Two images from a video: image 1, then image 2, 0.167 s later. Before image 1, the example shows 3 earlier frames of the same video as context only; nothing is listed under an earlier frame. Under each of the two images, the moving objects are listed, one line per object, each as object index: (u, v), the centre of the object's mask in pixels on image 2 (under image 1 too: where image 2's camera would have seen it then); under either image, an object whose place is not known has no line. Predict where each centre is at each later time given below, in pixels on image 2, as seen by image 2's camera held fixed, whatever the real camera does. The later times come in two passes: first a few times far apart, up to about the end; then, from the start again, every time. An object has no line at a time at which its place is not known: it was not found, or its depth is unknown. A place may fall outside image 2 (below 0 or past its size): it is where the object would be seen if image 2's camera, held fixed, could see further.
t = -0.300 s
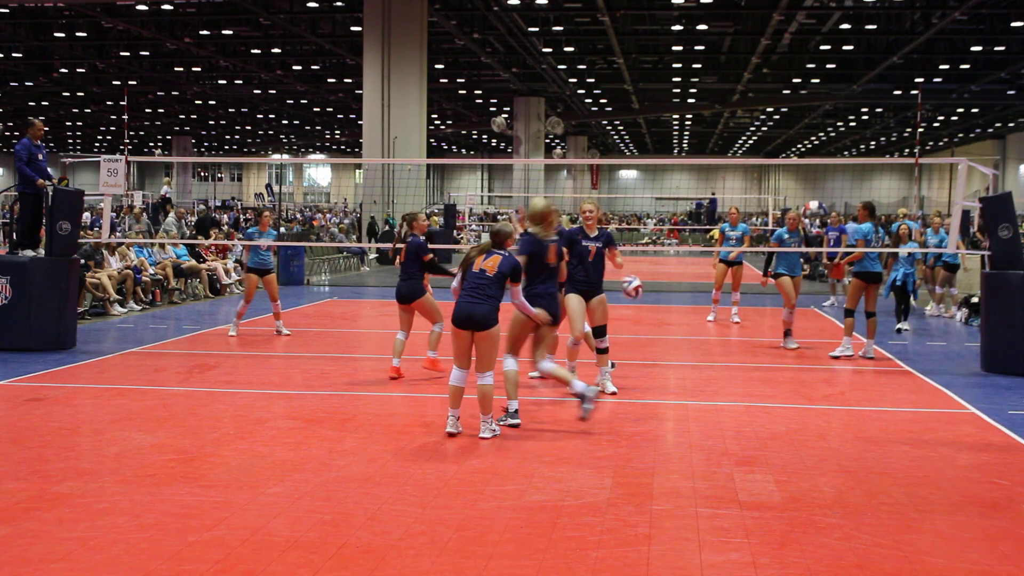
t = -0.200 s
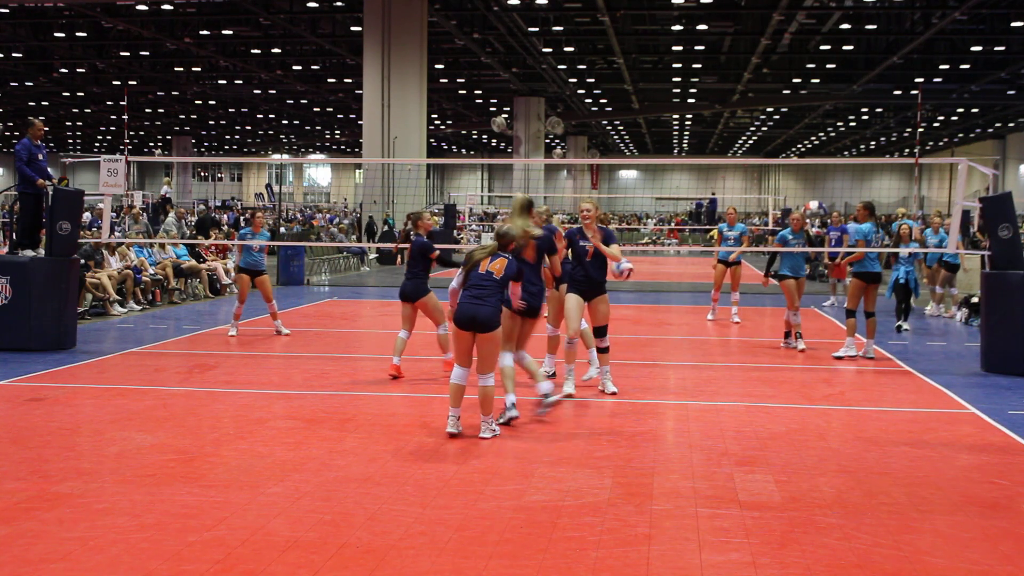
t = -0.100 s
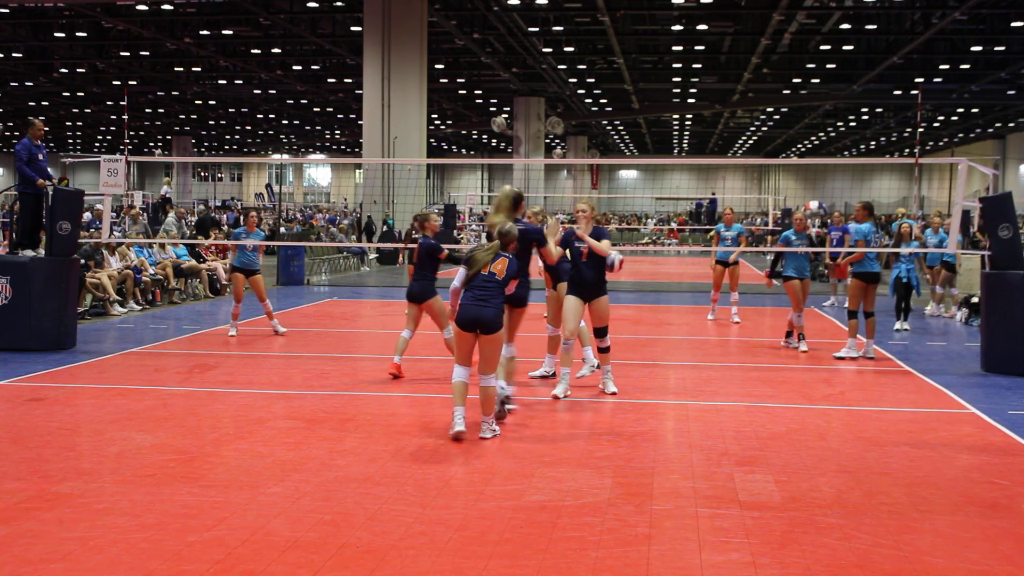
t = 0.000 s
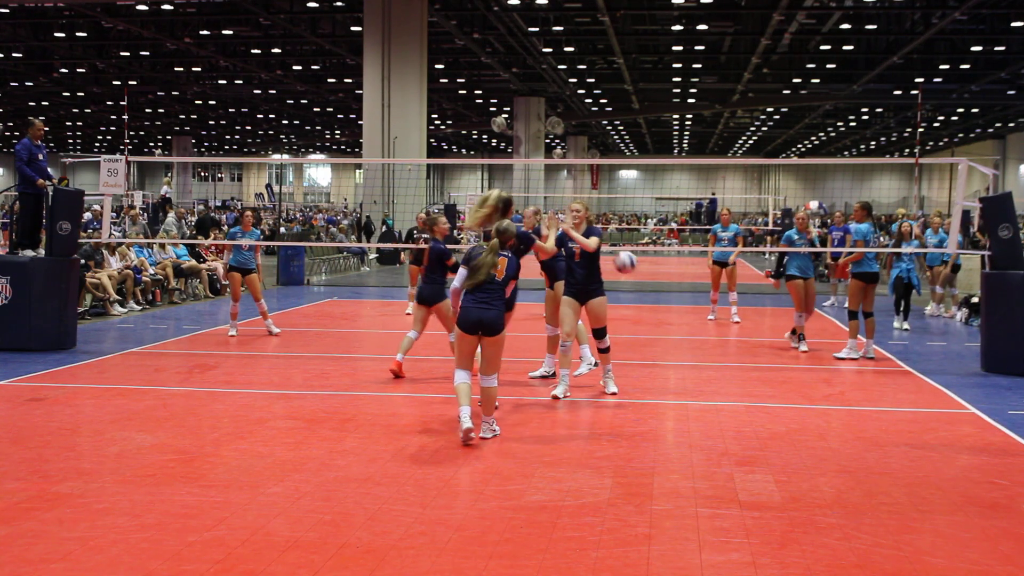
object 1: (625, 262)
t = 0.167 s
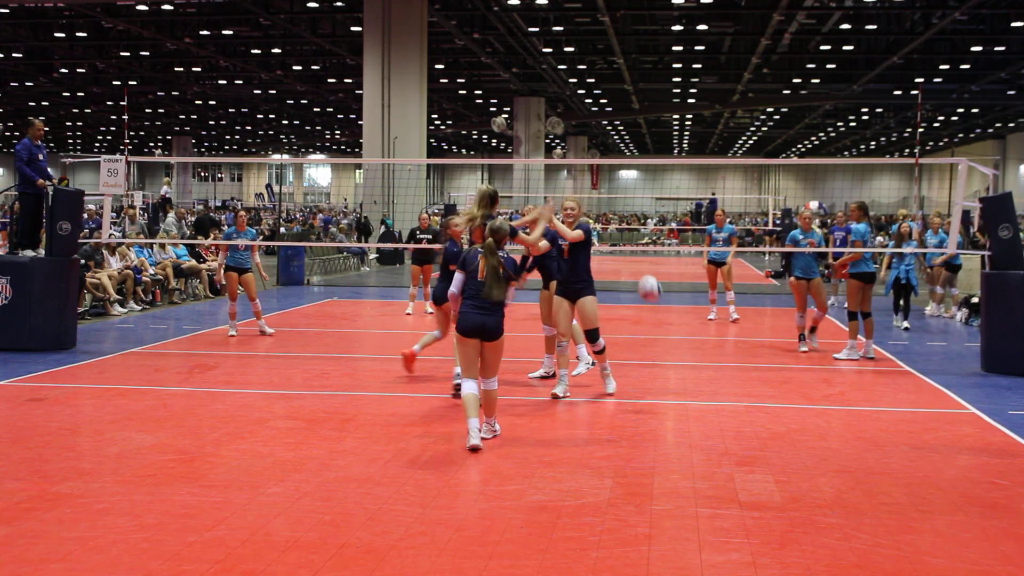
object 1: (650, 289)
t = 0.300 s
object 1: (668, 332)
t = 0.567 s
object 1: (703, 353)
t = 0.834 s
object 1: (728, 312)
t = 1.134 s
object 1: (756, 370)
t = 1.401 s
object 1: (787, 398)
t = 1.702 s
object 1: (823, 384)
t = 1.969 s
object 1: (859, 479)
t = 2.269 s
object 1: (904, 433)
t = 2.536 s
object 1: (945, 529)
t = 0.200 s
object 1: (654, 296)
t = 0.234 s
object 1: (659, 306)
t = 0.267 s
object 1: (664, 319)
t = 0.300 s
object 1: (668, 332)
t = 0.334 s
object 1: (674, 347)
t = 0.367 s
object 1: (679, 363)
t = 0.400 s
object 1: (684, 380)
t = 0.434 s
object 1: (689, 399)
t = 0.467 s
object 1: (692, 389)
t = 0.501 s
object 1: (695, 378)
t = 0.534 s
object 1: (699, 365)
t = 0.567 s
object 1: (703, 353)
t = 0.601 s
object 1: (705, 344)
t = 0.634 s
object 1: (708, 336)
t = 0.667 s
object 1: (715, 330)
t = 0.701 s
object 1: (714, 323)
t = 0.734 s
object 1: (718, 318)
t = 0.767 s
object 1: (721, 315)
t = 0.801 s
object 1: (724, 313)
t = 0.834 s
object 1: (728, 312)
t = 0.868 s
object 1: (730, 312)
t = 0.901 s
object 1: (735, 314)
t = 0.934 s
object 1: (737, 317)
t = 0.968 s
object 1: (740, 322)
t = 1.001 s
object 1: (743, 328)
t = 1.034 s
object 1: (746, 336)
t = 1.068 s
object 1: (750, 345)
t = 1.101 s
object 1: (752, 357)
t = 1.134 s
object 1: (756, 370)
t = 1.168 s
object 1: (759, 385)
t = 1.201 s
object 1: (763, 401)
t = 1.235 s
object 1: (766, 421)
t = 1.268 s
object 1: (770, 439)
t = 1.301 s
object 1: (774, 429)
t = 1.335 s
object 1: (778, 419)
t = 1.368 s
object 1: (782, 408)
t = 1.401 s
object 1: (787, 398)
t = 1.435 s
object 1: (791, 391)
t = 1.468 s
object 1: (794, 385)
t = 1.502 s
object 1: (799, 380)
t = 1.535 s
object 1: (803, 377)
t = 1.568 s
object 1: (807, 375)
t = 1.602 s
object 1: (811, 375)
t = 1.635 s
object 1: (815, 376)
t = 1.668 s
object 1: (819, 379)
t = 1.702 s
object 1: (823, 384)
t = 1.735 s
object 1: (828, 391)
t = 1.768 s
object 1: (832, 399)
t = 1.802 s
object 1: (836, 411)
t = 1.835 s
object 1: (841, 424)
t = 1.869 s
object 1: (845, 439)
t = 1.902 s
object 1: (849, 453)
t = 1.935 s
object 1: (854, 476)
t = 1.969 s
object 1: (859, 479)
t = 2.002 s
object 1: (864, 467)
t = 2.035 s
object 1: (869, 457)
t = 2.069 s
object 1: (874, 448)
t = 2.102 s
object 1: (878, 441)
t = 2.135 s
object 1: (884, 436)
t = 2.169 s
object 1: (889, 433)
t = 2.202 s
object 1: (894, 430)
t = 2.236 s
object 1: (899, 431)
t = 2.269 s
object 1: (904, 433)
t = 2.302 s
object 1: (909, 436)
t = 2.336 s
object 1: (914, 442)
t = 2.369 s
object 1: (919, 451)
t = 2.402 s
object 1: (925, 462)
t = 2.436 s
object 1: (930, 474)
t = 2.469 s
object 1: (935, 490)
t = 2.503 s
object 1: (940, 508)
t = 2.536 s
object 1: (945, 529)
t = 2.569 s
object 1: (952, 518)
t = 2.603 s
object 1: (958, 509)
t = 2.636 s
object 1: (964, 502)
